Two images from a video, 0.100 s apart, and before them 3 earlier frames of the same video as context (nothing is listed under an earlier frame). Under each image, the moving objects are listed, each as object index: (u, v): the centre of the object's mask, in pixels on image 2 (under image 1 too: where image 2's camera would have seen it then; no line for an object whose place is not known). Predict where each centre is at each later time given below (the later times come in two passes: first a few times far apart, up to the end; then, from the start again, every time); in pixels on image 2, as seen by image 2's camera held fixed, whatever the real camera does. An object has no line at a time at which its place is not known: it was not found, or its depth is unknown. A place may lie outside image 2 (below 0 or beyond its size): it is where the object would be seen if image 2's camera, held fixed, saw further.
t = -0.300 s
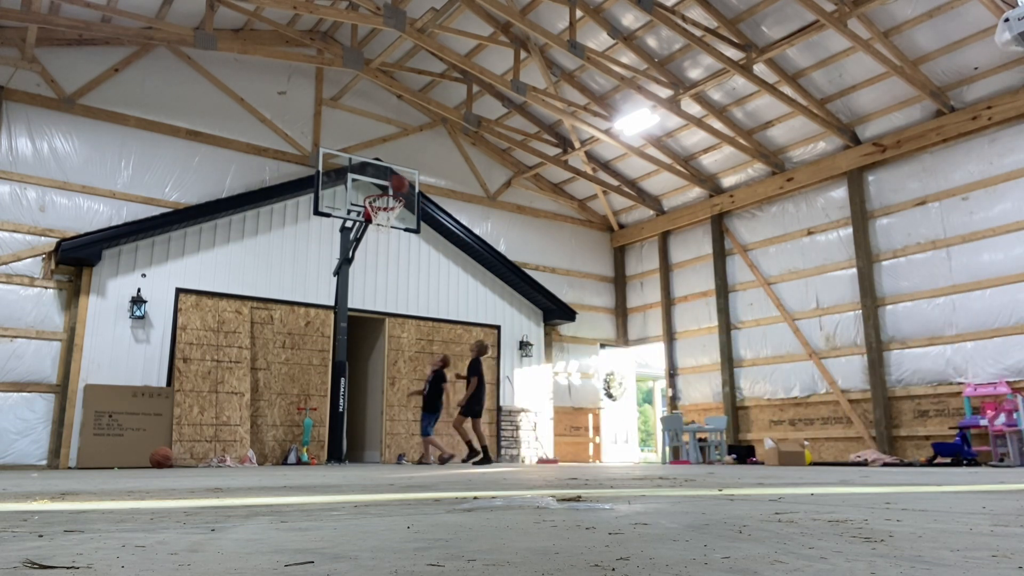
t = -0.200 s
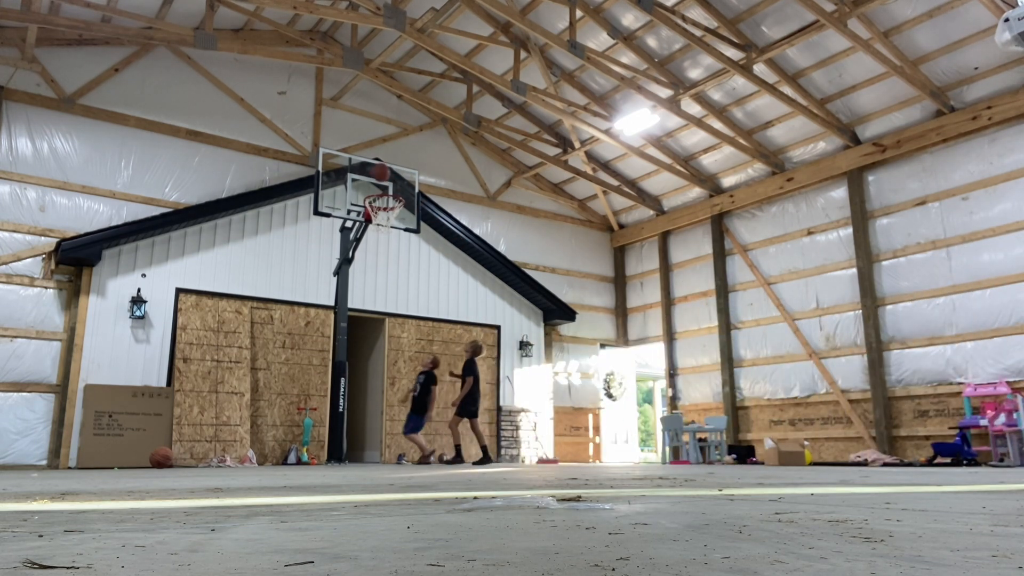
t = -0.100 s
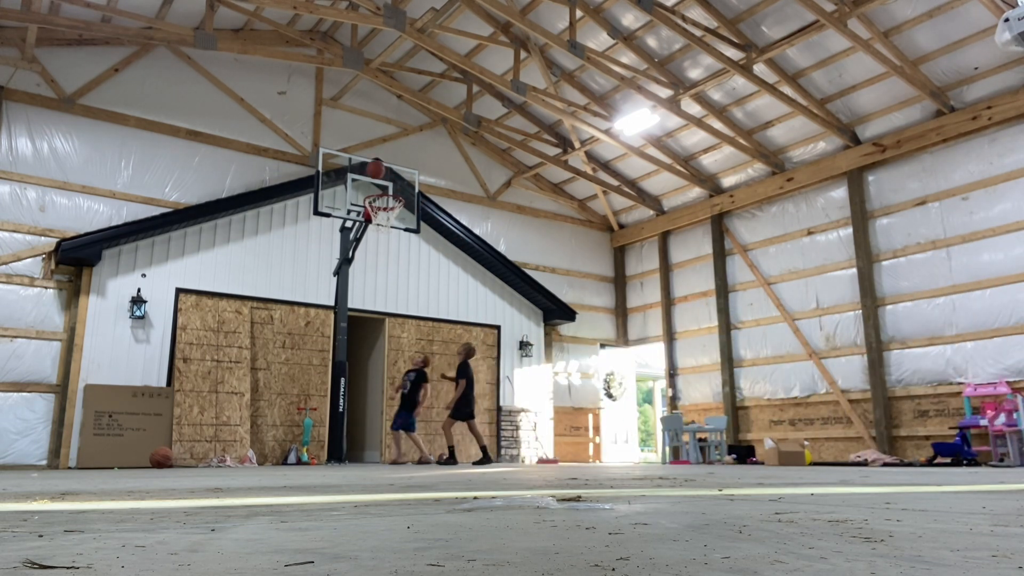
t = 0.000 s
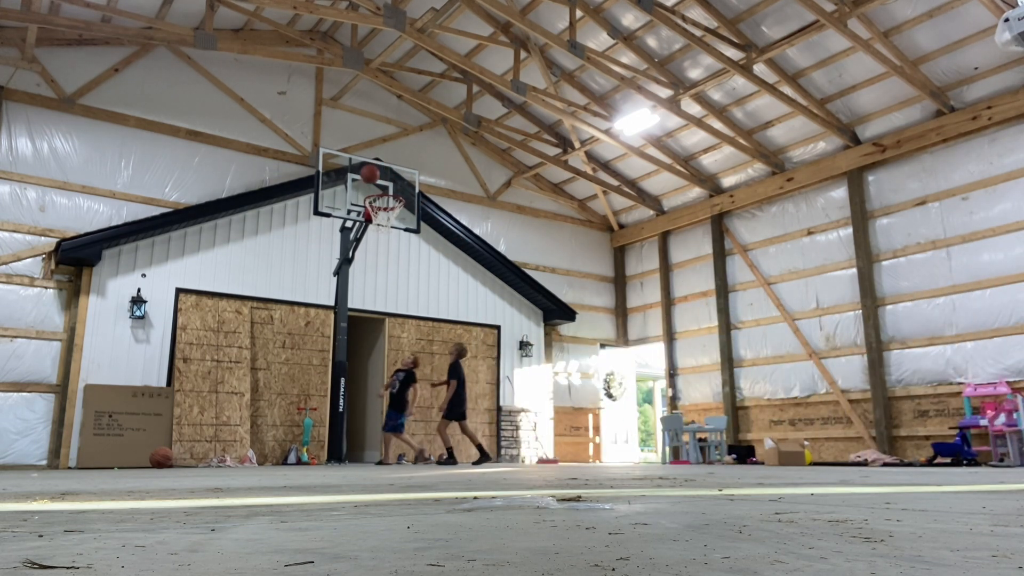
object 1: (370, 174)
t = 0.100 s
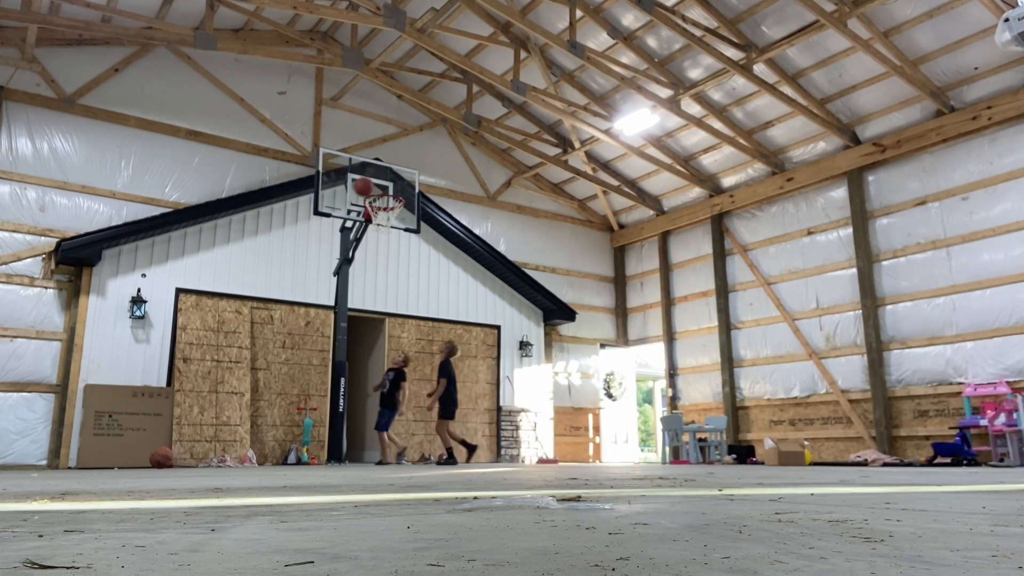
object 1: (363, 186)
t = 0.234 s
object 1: (343, 201)
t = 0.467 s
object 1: (310, 262)
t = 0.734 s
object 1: (262, 405)
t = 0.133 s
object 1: (360, 189)
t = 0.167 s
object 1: (352, 193)
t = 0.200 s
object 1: (348, 197)
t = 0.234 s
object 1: (343, 201)
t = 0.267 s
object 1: (339, 207)
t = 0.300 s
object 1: (334, 214)
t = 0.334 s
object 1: (330, 221)
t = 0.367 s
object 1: (326, 230)
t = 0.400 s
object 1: (321, 239)
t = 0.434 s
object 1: (315, 250)
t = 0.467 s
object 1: (310, 262)
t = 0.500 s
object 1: (305, 276)
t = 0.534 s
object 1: (300, 290)
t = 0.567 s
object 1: (293, 306)
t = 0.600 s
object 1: (288, 323)
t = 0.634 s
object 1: (281, 342)
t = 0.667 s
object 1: (275, 362)
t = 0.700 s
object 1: (269, 382)
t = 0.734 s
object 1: (262, 405)
